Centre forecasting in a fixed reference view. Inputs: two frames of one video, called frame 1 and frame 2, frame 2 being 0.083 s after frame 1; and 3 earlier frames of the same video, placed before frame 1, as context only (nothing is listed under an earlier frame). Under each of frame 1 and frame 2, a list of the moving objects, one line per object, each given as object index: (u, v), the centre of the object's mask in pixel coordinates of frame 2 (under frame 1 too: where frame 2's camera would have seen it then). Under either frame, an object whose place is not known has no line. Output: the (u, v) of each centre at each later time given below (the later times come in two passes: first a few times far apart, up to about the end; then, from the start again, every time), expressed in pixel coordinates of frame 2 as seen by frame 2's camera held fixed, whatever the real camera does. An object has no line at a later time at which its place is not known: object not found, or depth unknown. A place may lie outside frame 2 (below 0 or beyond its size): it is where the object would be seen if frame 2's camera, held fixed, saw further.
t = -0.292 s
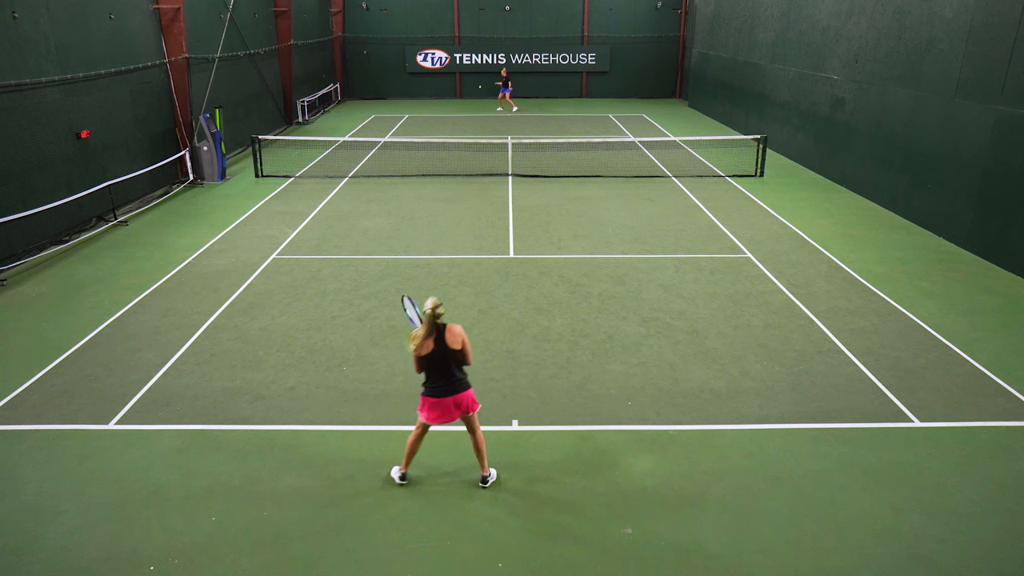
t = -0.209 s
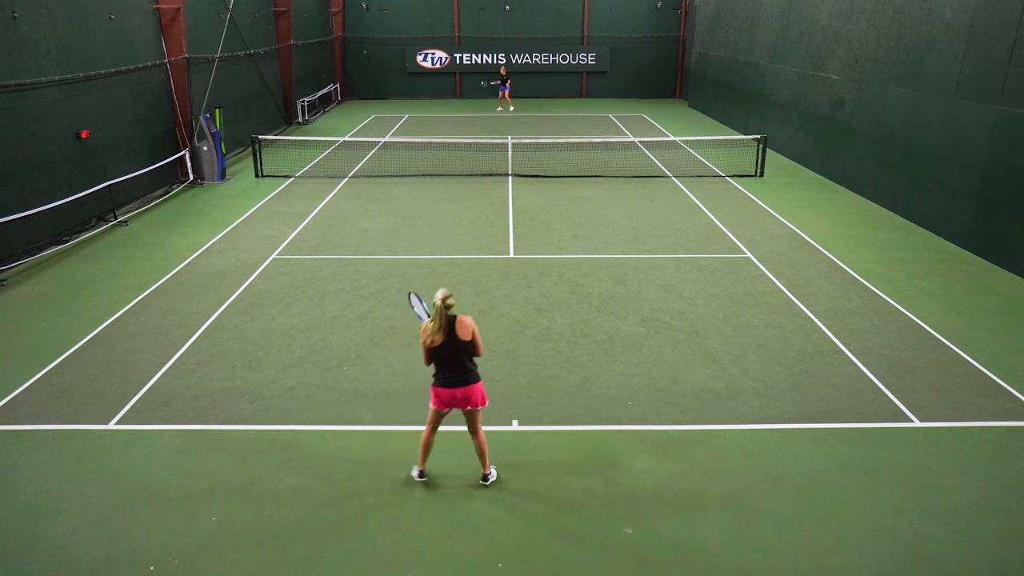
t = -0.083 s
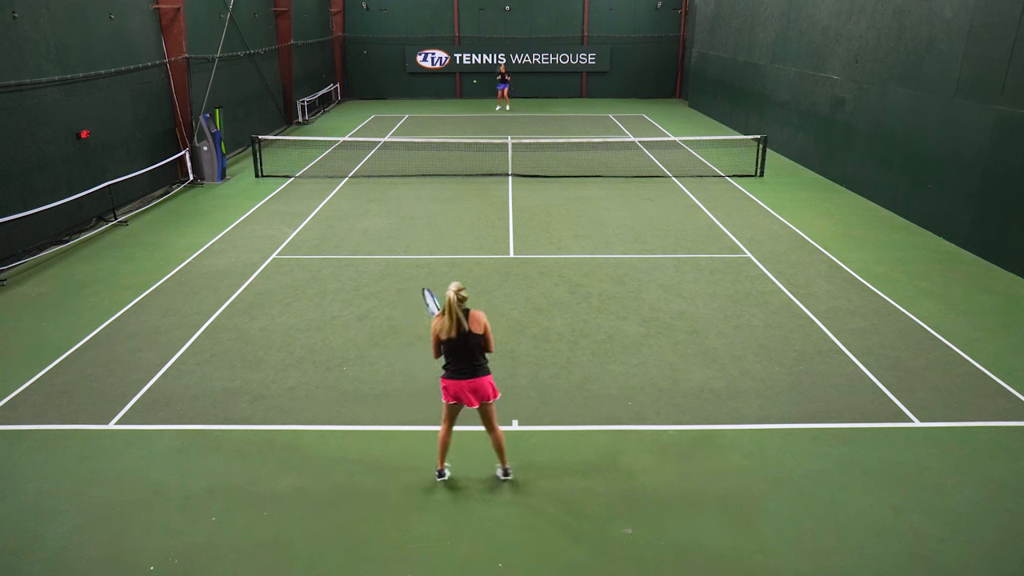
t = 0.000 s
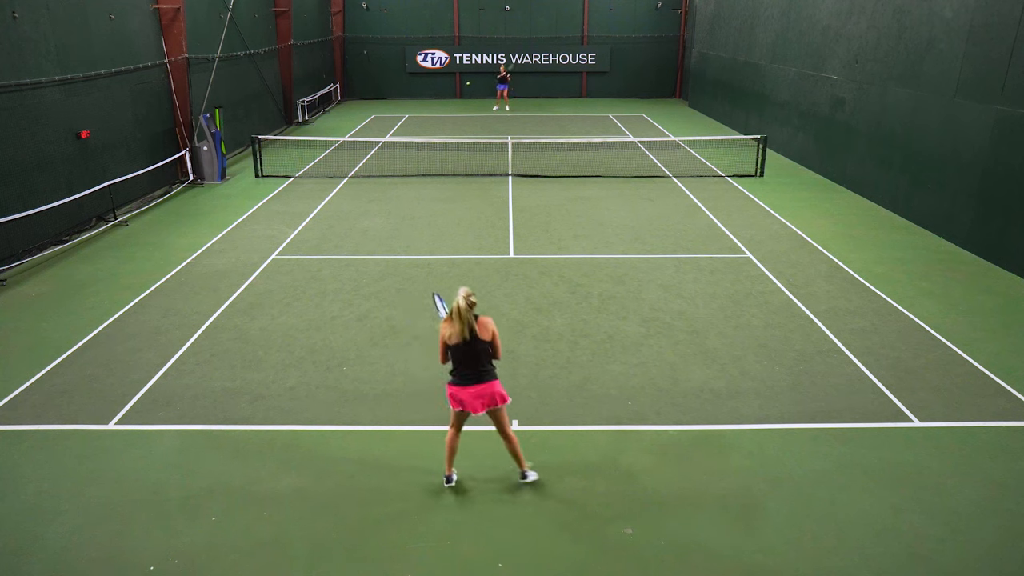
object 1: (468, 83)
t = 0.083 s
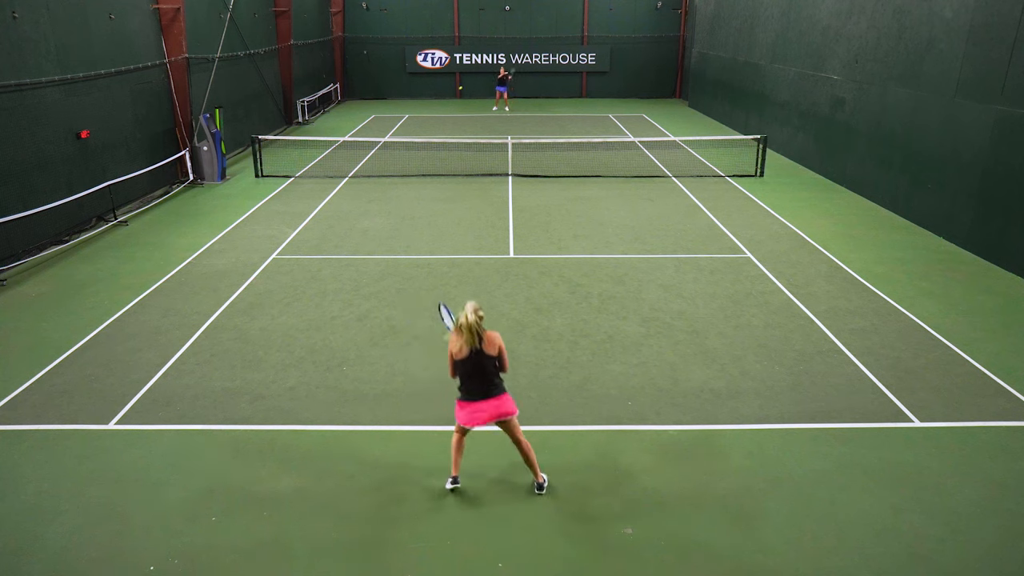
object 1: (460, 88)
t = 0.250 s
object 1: (442, 107)
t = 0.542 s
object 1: (397, 192)
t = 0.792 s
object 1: (351, 232)
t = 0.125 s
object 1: (456, 91)
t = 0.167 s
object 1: (452, 96)
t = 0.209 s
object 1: (447, 101)
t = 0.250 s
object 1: (442, 107)
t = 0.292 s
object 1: (437, 115)
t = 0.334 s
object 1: (432, 124)
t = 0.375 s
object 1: (426, 133)
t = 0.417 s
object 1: (419, 145)
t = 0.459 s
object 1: (412, 159)
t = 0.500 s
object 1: (405, 174)
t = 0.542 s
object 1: (397, 192)
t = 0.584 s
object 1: (389, 212)
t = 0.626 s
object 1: (380, 232)
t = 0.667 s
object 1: (373, 231)
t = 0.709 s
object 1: (366, 231)
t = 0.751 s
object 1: (357, 231)
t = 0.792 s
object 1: (351, 232)
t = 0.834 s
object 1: (343, 235)
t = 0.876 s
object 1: (334, 239)
